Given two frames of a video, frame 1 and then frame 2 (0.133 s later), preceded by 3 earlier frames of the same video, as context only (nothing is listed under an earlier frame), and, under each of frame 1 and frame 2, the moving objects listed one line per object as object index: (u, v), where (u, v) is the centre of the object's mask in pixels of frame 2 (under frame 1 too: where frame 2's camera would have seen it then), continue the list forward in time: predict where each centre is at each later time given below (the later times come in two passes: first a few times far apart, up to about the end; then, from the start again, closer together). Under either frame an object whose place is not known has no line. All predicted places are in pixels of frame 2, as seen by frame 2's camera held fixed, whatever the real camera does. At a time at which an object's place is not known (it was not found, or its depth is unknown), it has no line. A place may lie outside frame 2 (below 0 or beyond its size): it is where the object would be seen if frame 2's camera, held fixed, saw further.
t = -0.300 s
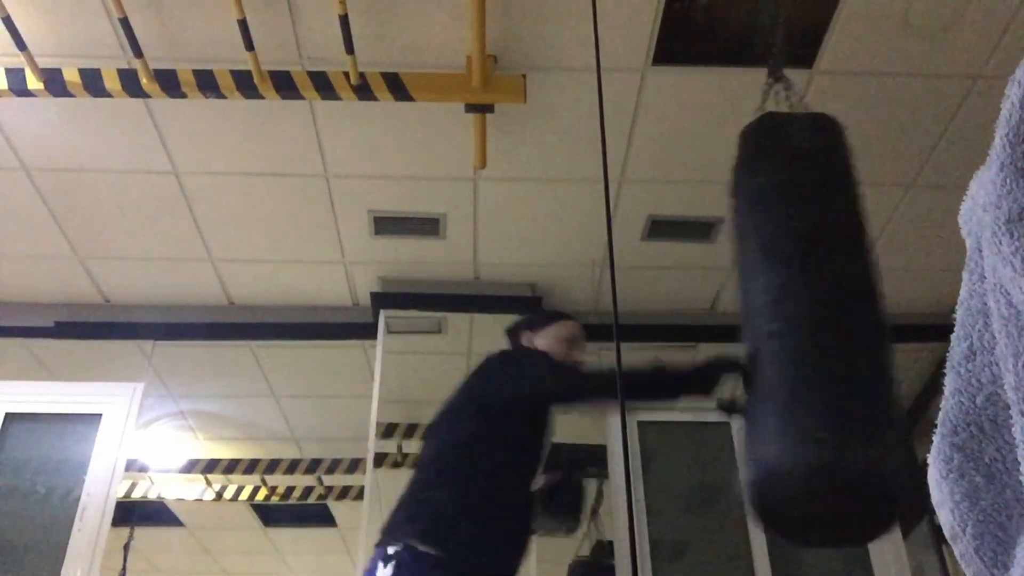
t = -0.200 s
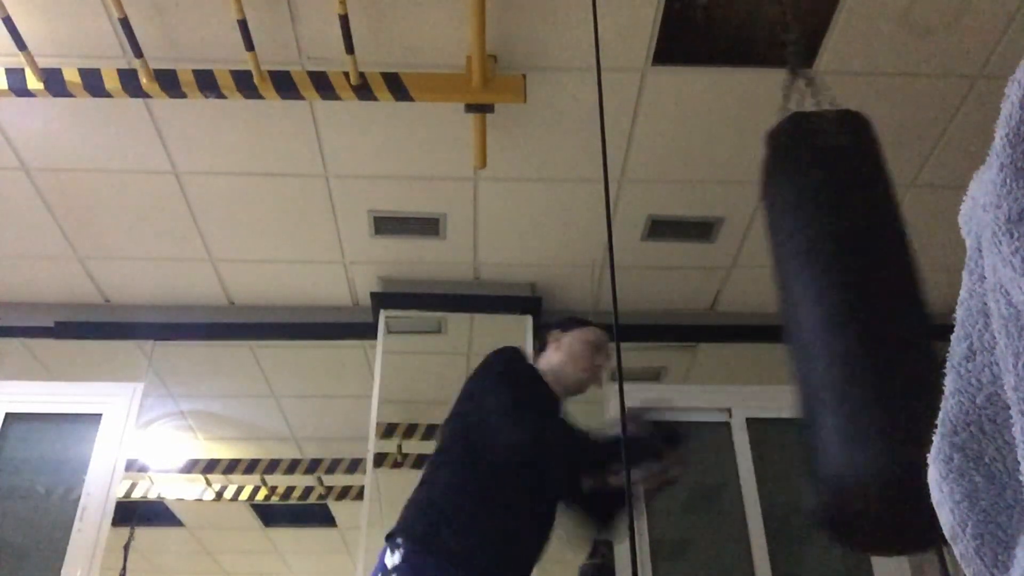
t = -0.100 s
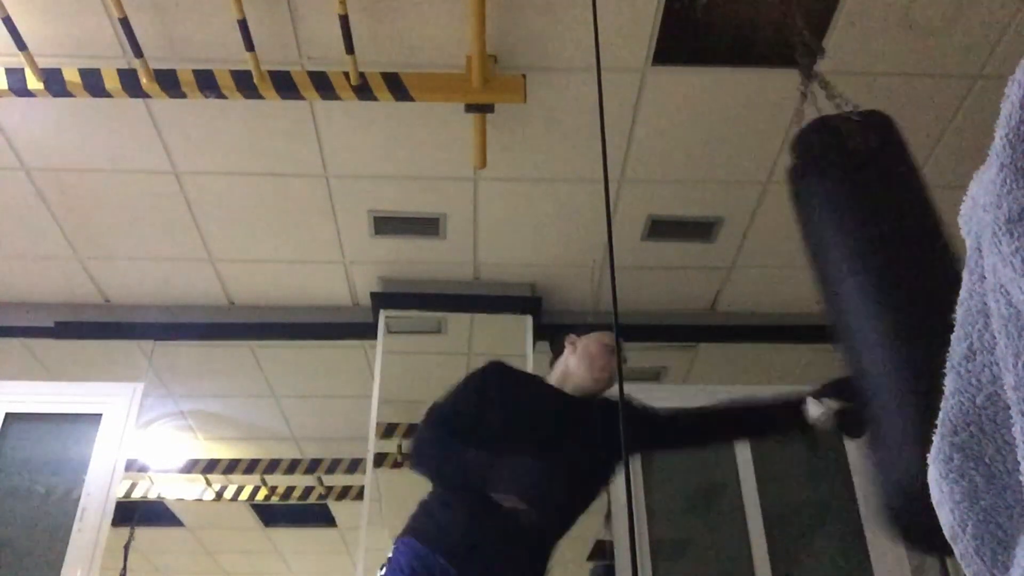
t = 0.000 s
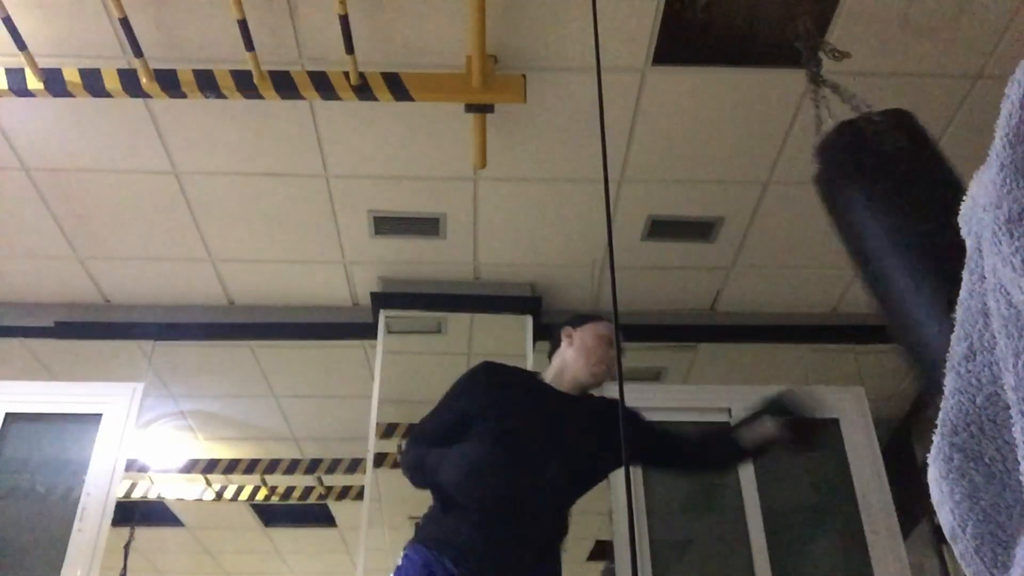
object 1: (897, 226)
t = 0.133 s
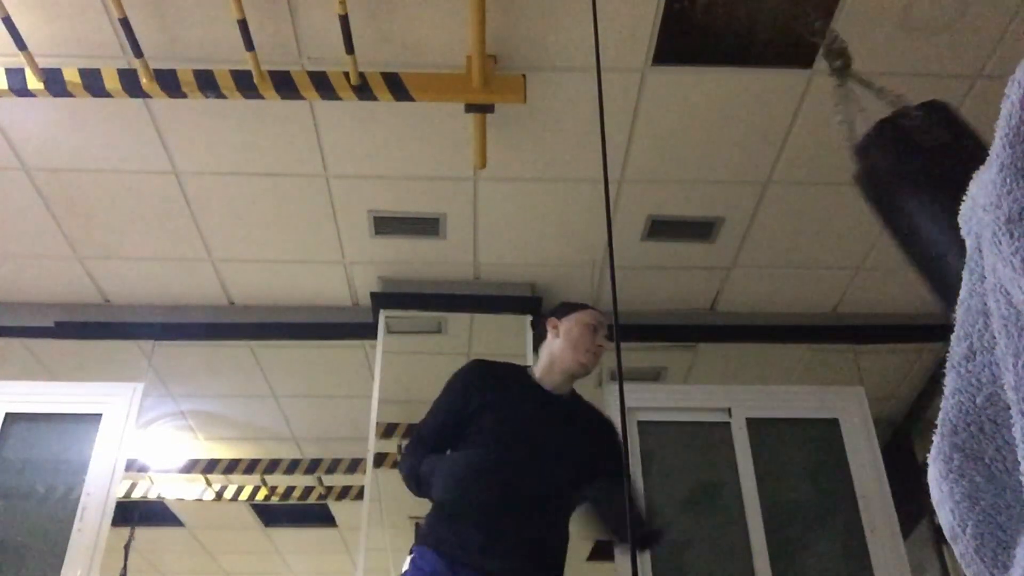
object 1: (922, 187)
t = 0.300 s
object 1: (944, 160)
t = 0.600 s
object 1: (942, 176)
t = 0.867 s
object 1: (916, 227)
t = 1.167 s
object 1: (848, 371)
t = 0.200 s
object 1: (933, 172)
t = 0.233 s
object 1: (938, 166)
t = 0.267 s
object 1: (941, 162)
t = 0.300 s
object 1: (944, 160)
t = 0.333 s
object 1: (945, 159)
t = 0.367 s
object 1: (946, 160)
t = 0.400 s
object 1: (946, 162)
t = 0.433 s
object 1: (946, 164)
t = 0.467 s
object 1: (945, 166)
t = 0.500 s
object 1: (944, 168)
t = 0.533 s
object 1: (943, 170)
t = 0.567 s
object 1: (942, 173)
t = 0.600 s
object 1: (942, 176)
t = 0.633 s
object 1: (941, 179)
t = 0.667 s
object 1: (939, 182)
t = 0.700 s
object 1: (937, 187)
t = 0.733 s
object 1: (934, 193)
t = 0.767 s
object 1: (930, 199)
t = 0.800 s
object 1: (926, 206)
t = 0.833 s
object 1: (921, 216)
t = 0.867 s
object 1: (916, 227)
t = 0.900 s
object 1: (911, 237)
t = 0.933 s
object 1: (905, 249)
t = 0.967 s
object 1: (899, 263)
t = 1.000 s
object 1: (892, 279)
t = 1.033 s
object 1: (886, 305)
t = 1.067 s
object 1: (881, 330)
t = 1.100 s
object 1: (872, 348)
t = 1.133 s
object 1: (862, 362)
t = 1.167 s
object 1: (848, 371)
